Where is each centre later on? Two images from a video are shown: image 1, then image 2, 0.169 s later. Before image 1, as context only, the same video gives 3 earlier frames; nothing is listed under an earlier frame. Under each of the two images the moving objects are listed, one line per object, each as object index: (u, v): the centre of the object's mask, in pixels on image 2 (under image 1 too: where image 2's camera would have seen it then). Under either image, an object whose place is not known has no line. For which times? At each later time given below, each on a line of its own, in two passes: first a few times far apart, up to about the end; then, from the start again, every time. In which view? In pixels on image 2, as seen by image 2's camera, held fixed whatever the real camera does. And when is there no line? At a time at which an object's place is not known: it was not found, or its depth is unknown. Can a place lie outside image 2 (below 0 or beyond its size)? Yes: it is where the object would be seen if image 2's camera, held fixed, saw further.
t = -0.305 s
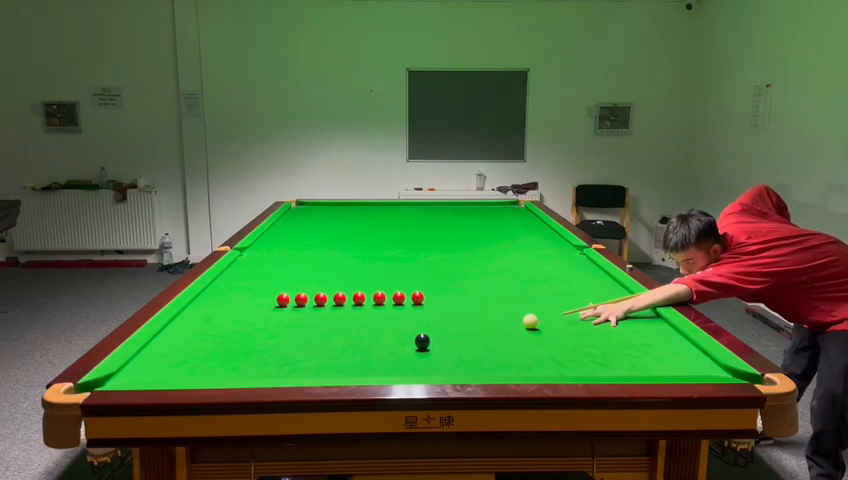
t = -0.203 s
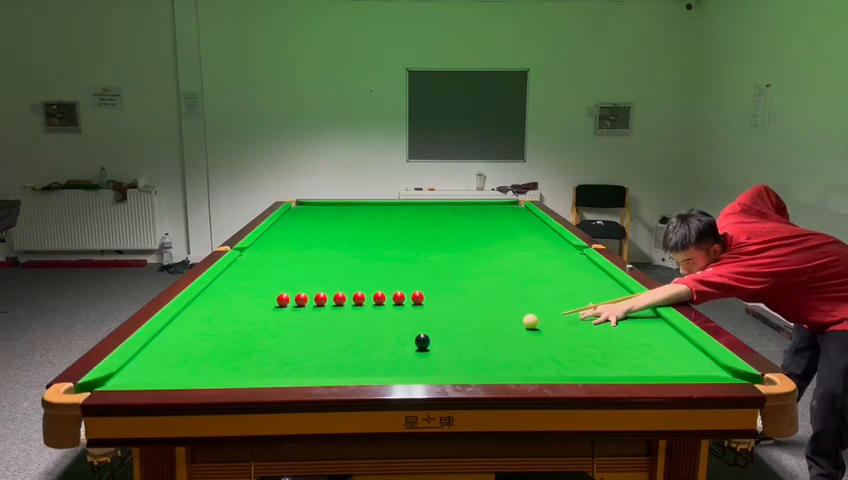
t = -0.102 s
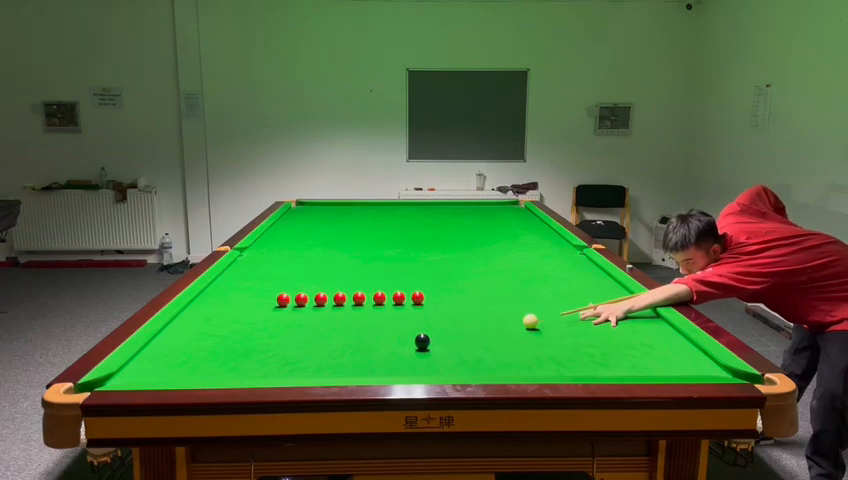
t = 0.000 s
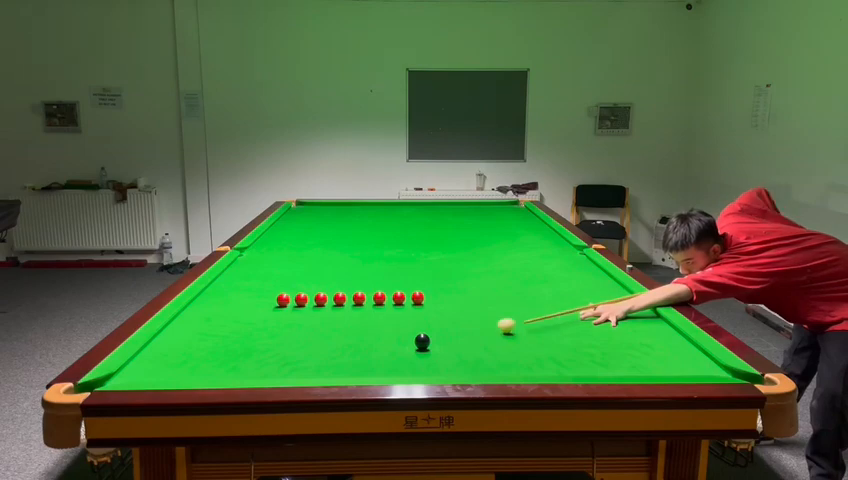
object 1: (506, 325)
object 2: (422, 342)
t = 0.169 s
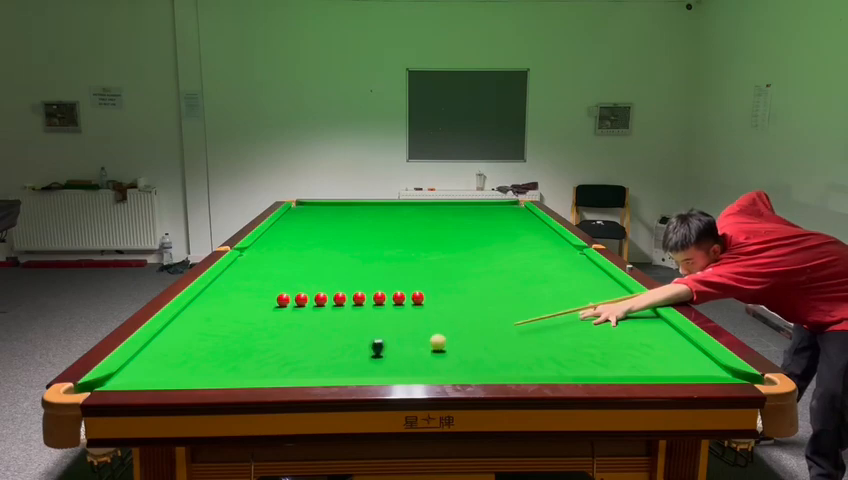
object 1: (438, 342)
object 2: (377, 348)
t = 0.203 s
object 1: (437, 344)
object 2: (353, 351)
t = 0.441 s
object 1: (426, 355)
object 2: (190, 372)
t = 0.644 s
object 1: (415, 365)
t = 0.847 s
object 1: (404, 372)
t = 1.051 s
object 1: (399, 369)
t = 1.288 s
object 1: (393, 364)
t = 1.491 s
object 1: (389, 359)
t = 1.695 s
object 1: (386, 355)
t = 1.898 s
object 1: (383, 351)
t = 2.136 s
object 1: (380, 347)
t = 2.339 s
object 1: (378, 344)
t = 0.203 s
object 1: (437, 344)
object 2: (353, 351)
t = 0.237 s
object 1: (436, 345)
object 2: (330, 354)
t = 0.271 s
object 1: (434, 347)
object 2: (306, 358)
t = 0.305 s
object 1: (433, 348)
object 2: (283, 361)
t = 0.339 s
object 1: (431, 350)
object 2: (259, 364)
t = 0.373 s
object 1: (429, 352)
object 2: (236, 367)
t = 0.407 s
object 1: (428, 353)
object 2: (212, 370)
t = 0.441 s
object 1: (426, 355)
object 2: (190, 372)
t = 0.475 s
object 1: (424, 357)
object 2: (169, 374)
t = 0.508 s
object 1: (422, 358)
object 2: (147, 375)
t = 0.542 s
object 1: (421, 360)
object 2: (126, 377)
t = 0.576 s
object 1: (419, 362)
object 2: (105, 381)
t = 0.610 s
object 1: (417, 364)
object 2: (93, 386)
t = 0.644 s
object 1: (415, 365)
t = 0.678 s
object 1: (413, 366)
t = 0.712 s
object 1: (412, 368)
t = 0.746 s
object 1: (410, 369)
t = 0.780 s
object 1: (408, 370)
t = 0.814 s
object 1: (406, 371)
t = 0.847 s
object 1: (404, 372)
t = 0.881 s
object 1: (403, 372)
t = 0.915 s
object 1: (402, 371)
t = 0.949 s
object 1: (401, 370)
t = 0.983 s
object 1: (401, 370)
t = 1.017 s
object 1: (400, 369)
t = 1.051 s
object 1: (399, 369)
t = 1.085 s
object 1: (398, 368)
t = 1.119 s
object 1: (397, 367)
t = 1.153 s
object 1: (396, 367)
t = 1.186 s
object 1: (396, 366)
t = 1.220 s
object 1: (395, 366)
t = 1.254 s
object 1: (394, 364)
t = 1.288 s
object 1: (393, 364)
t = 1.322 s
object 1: (393, 363)
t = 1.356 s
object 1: (392, 362)
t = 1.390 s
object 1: (391, 361)
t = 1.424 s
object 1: (390, 361)
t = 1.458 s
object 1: (390, 360)
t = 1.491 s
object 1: (389, 359)
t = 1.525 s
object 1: (389, 358)
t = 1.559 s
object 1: (388, 357)
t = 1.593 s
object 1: (387, 357)
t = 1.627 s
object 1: (387, 356)
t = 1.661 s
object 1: (386, 356)
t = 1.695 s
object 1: (386, 355)
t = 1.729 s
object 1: (385, 354)
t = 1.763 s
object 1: (385, 354)
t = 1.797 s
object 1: (384, 353)
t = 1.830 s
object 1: (384, 352)
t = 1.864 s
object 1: (383, 352)
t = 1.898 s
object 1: (383, 351)
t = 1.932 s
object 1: (382, 351)
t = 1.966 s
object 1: (382, 350)
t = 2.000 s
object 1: (381, 349)
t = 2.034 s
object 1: (381, 349)
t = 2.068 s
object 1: (381, 348)
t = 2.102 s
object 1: (380, 348)
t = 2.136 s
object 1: (380, 347)
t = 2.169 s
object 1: (380, 347)
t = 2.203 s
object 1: (379, 346)
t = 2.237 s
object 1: (379, 346)
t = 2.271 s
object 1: (378, 345)
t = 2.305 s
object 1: (378, 345)
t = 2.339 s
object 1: (378, 344)
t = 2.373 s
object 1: (377, 344)
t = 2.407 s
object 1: (377, 344)
